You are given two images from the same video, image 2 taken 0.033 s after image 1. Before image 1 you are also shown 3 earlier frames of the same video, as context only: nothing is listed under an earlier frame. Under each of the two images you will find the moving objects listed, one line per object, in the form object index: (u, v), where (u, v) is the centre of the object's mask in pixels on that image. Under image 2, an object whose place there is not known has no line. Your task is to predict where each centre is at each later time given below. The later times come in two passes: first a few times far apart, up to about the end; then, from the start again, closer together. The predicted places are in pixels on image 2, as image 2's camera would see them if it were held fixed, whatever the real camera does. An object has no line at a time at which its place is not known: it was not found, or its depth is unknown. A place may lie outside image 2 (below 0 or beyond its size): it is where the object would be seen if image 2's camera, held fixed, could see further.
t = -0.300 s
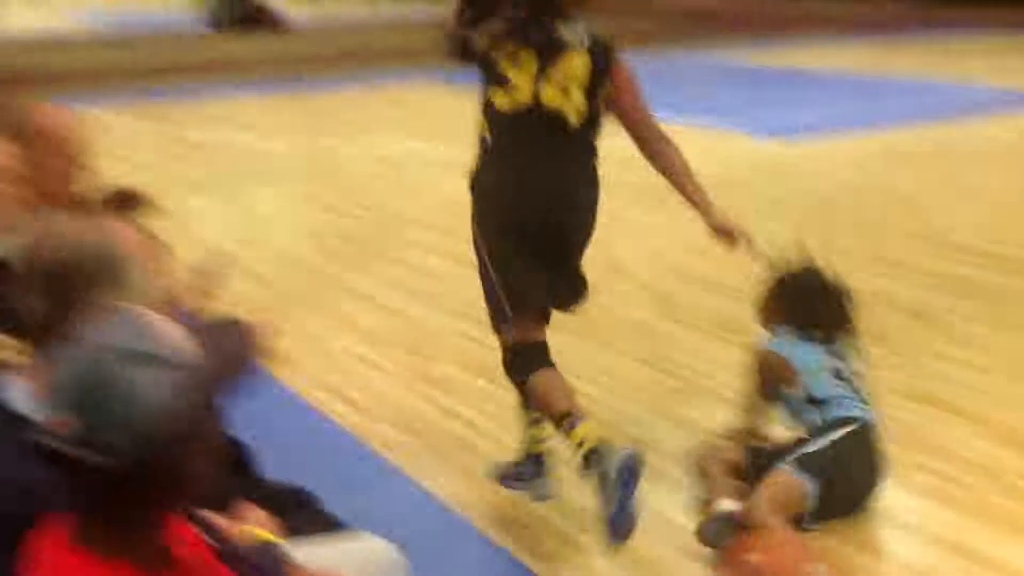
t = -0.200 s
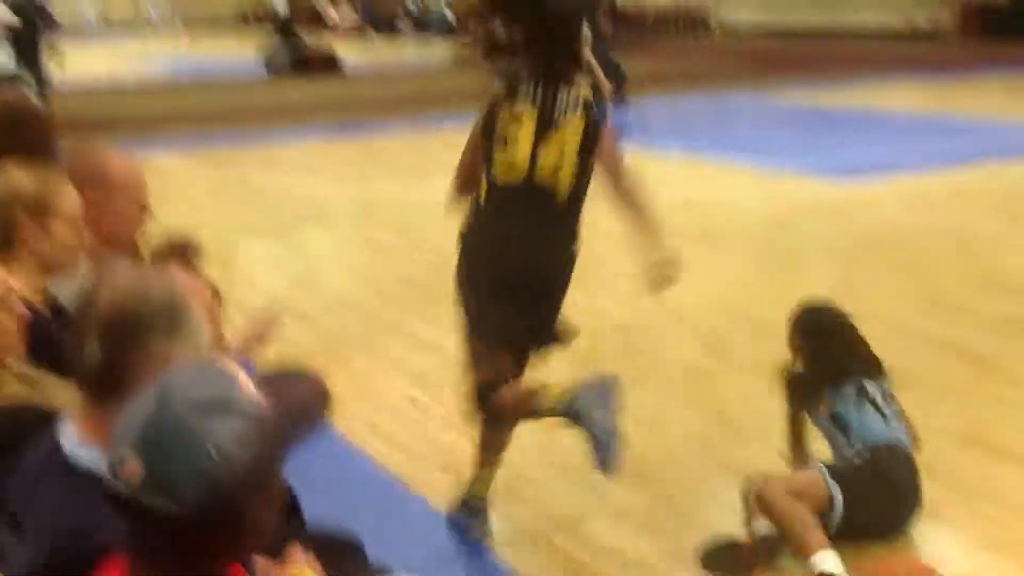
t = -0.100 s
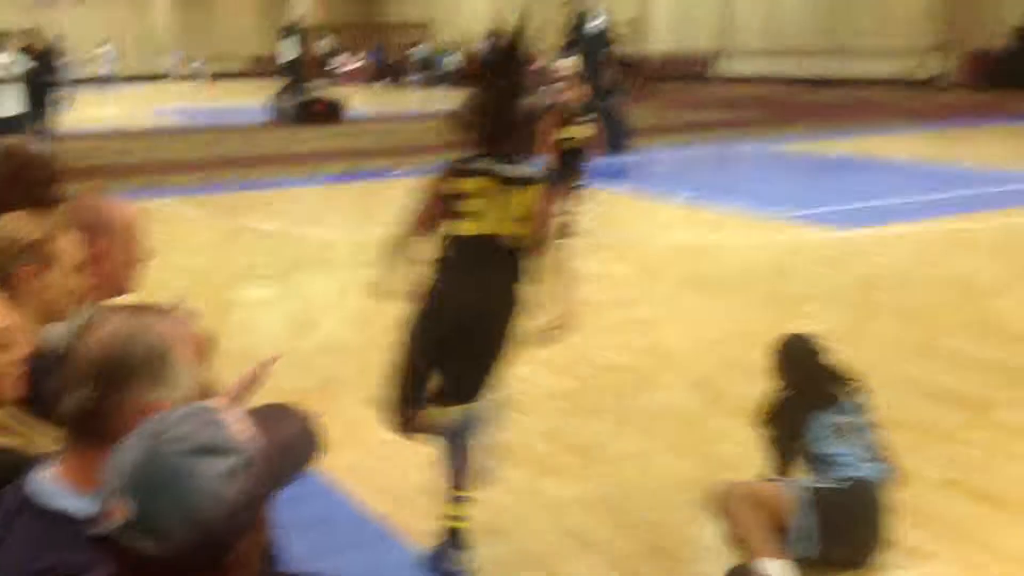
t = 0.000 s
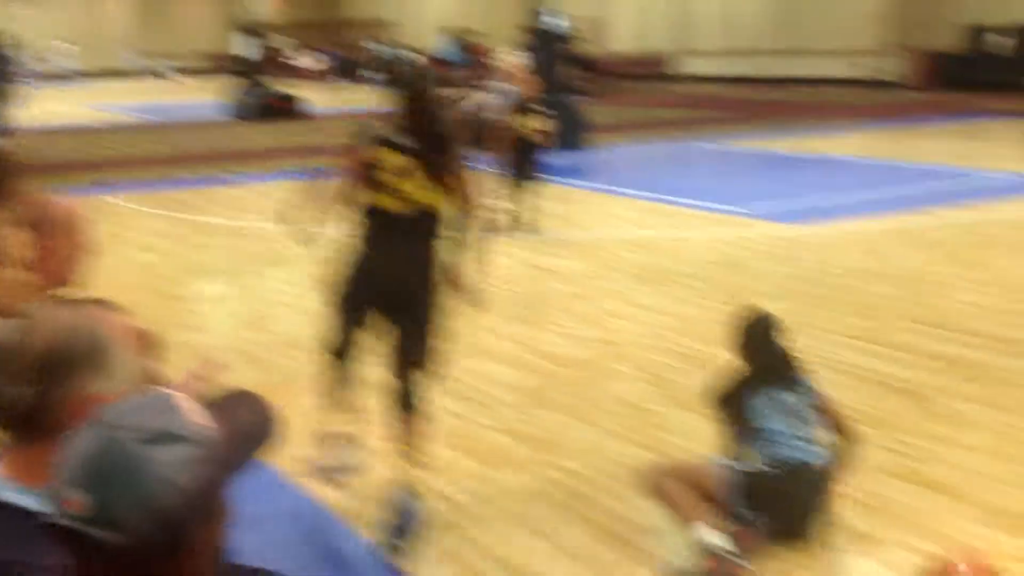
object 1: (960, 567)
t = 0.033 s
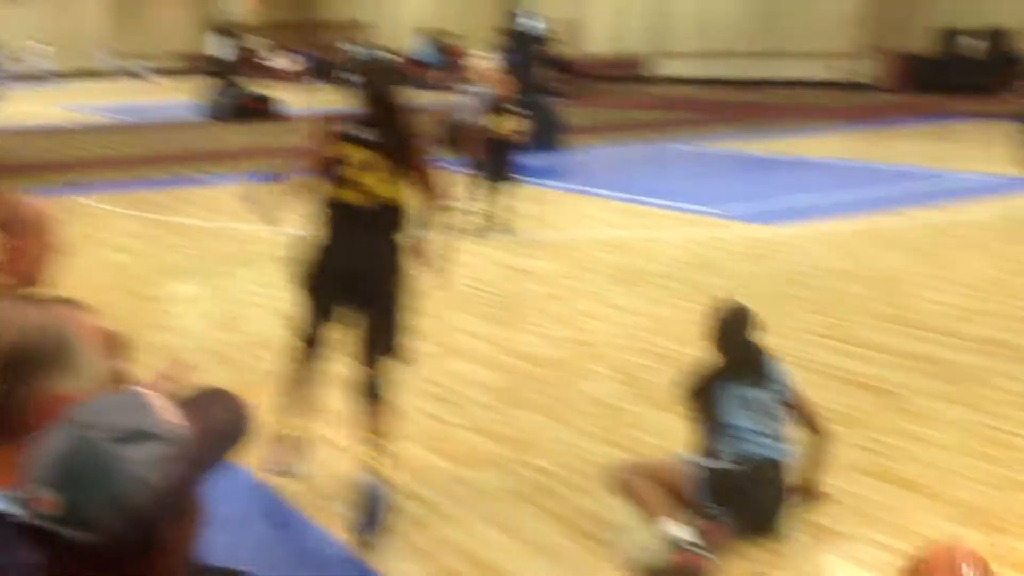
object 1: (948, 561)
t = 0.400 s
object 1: (1140, 540)
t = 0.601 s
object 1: (1228, 513)
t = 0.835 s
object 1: (1303, 480)
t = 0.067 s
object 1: (967, 564)
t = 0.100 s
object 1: (989, 570)
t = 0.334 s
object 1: (1109, 559)
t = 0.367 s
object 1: (1125, 547)
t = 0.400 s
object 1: (1140, 540)
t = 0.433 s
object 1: (1155, 537)
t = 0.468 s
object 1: (1170, 535)
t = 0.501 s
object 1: (1186, 527)
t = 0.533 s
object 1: (1201, 522)
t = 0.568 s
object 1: (1215, 518)
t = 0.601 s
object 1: (1228, 513)
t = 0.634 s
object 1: (1243, 508)
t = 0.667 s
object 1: (1257, 502)
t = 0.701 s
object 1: (1270, 498)
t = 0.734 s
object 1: (1279, 492)
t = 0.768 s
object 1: (1289, 487)
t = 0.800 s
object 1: (1297, 484)
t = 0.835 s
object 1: (1303, 480)
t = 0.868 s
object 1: (1321, 475)
